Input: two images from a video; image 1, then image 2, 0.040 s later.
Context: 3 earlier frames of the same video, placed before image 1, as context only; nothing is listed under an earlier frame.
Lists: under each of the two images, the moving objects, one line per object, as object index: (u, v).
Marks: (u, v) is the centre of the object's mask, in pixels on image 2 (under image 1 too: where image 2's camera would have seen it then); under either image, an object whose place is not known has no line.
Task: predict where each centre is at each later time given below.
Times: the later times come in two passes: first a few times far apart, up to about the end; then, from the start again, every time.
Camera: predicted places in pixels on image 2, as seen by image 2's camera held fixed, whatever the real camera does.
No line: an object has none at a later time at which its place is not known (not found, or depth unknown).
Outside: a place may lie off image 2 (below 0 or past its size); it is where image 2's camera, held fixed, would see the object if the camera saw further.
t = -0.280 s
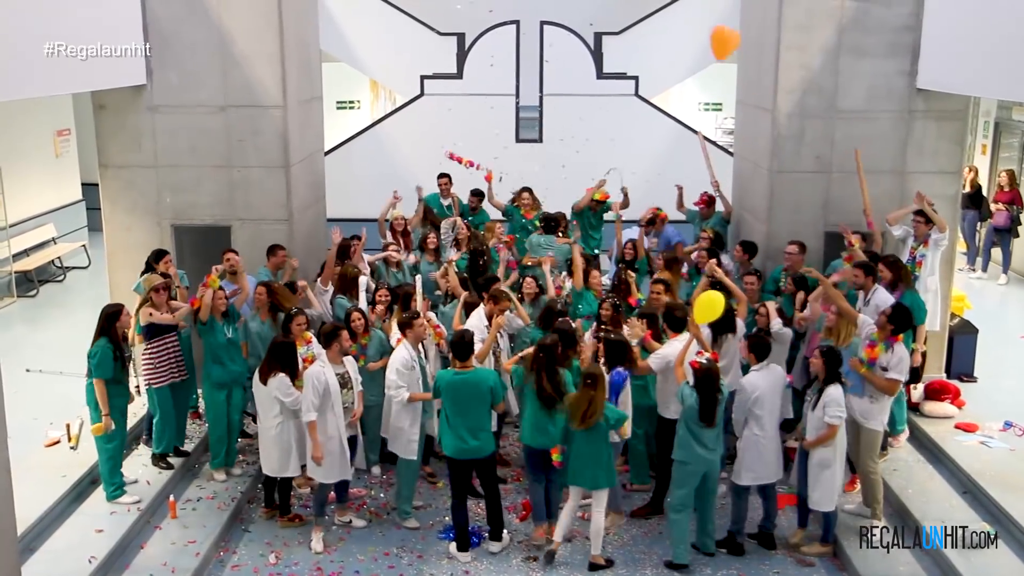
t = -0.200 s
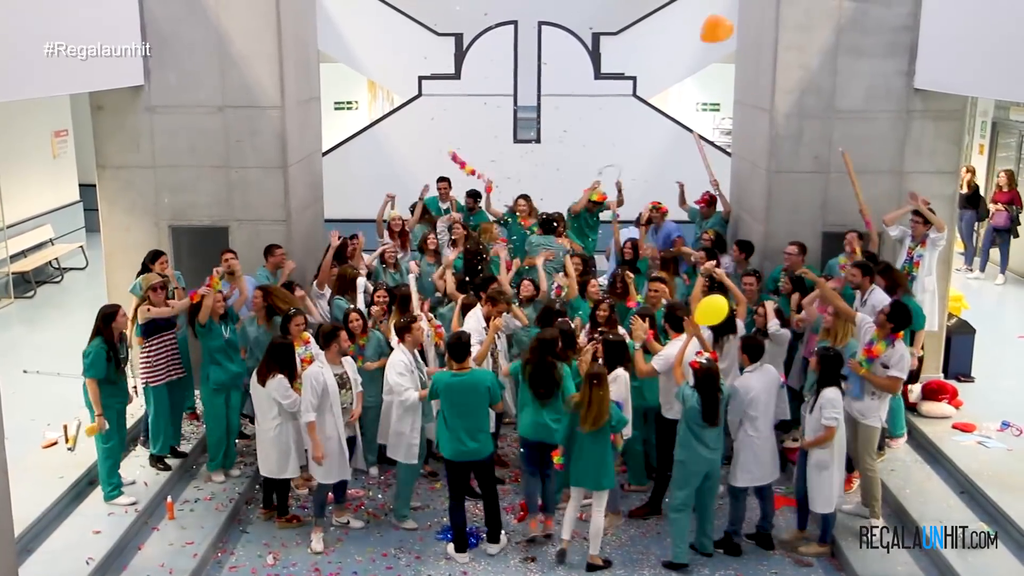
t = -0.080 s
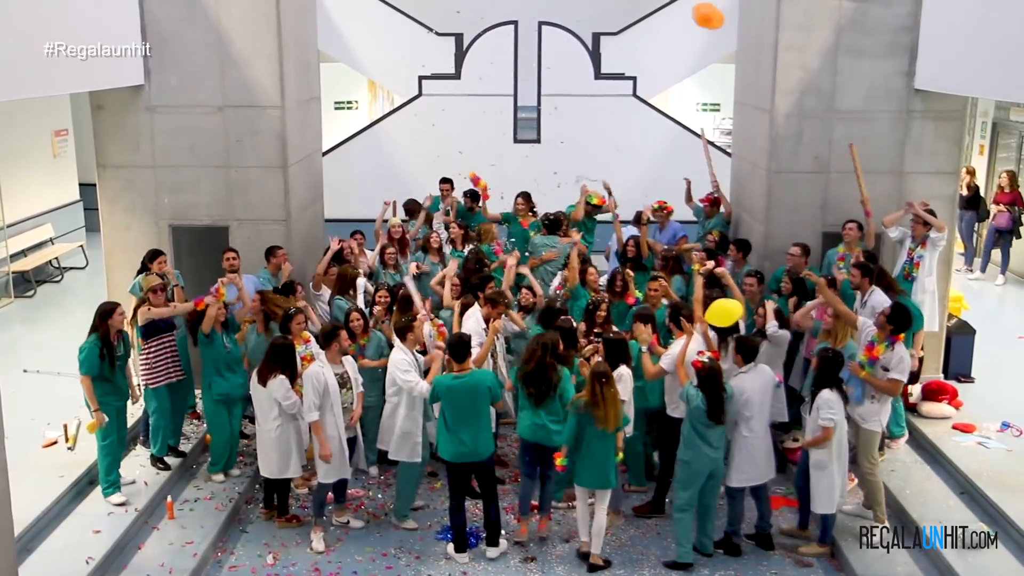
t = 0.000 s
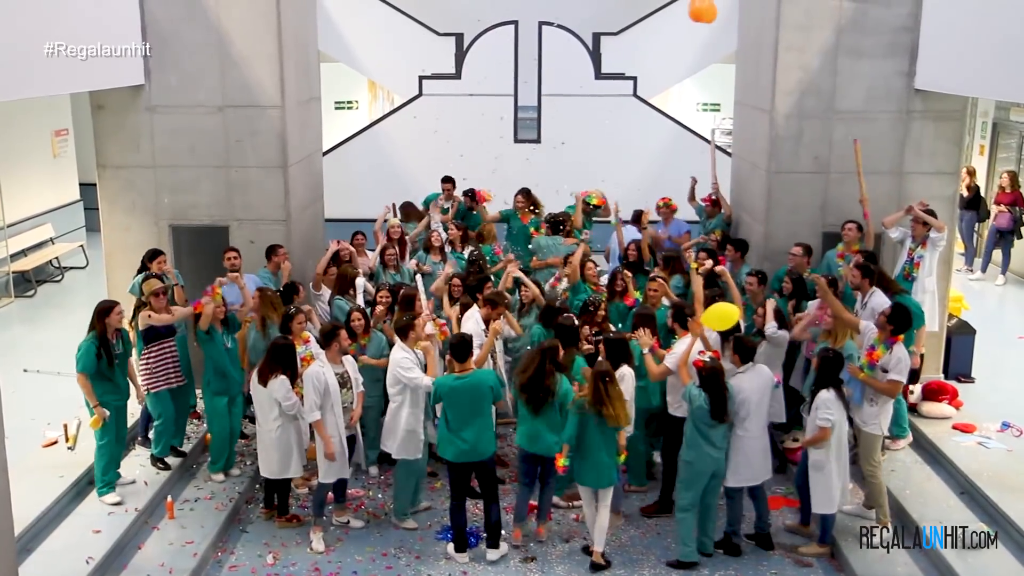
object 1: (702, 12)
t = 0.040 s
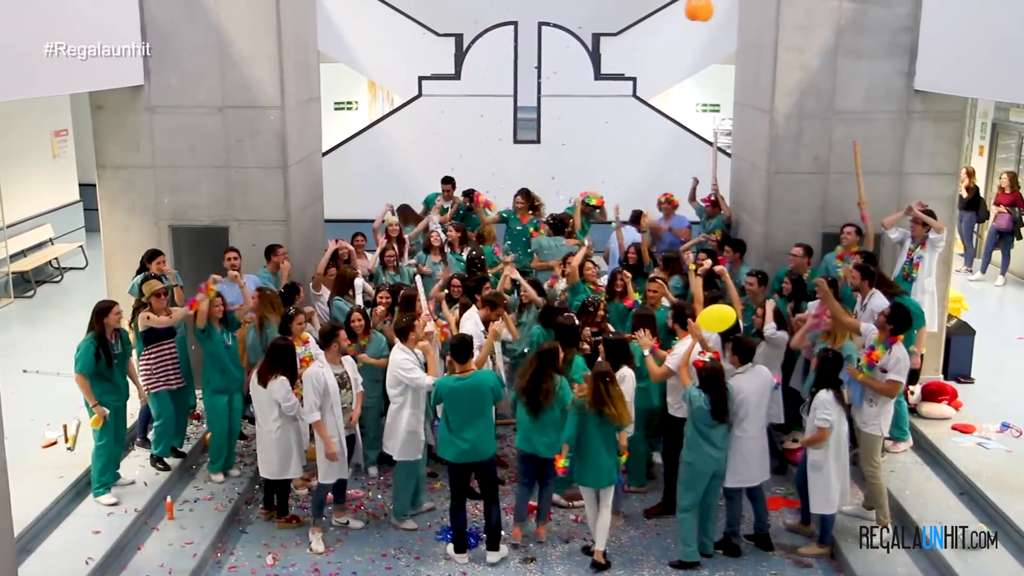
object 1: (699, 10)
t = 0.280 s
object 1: (682, 5)
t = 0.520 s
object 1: (672, 10)
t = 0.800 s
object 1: (660, 27)
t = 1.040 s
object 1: (655, 56)
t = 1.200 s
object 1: (654, 75)
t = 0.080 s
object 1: (696, 9)
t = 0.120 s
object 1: (693, 8)
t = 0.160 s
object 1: (690, 7)
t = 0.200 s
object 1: (687, 6)
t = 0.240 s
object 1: (684, 5)
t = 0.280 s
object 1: (682, 5)
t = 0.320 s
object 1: (680, 5)
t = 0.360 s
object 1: (680, 5)
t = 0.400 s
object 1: (678, 6)
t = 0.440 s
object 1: (676, 7)
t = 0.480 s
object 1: (674, 9)
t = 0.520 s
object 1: (672, 10)
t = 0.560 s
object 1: (670, 11)
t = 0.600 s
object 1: (669, 12)
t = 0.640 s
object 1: (666, 14)
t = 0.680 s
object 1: (665, 16)
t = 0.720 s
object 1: (663, 19)
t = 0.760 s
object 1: (662, 23)
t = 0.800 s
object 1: (660, 27)
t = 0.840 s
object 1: (659, 32)
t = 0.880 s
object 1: (658, 37)
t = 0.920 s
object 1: (657, 42)
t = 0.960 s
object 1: (656, 47)
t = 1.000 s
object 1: (655, 51)
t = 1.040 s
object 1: (655, 56)
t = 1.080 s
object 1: (655, 61)
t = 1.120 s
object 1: (654, 66)
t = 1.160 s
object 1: (654, 70)
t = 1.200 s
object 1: (654, 75)
